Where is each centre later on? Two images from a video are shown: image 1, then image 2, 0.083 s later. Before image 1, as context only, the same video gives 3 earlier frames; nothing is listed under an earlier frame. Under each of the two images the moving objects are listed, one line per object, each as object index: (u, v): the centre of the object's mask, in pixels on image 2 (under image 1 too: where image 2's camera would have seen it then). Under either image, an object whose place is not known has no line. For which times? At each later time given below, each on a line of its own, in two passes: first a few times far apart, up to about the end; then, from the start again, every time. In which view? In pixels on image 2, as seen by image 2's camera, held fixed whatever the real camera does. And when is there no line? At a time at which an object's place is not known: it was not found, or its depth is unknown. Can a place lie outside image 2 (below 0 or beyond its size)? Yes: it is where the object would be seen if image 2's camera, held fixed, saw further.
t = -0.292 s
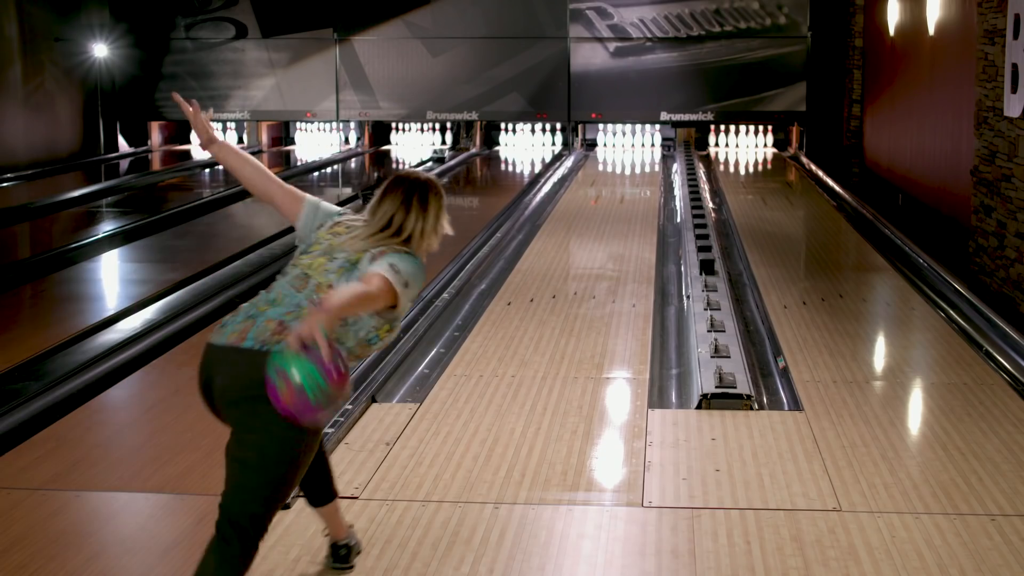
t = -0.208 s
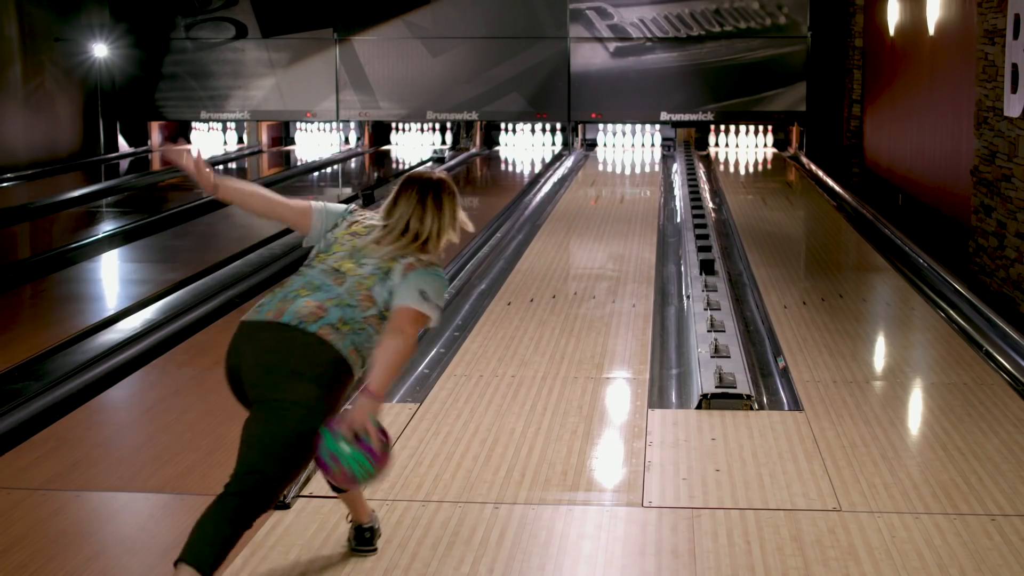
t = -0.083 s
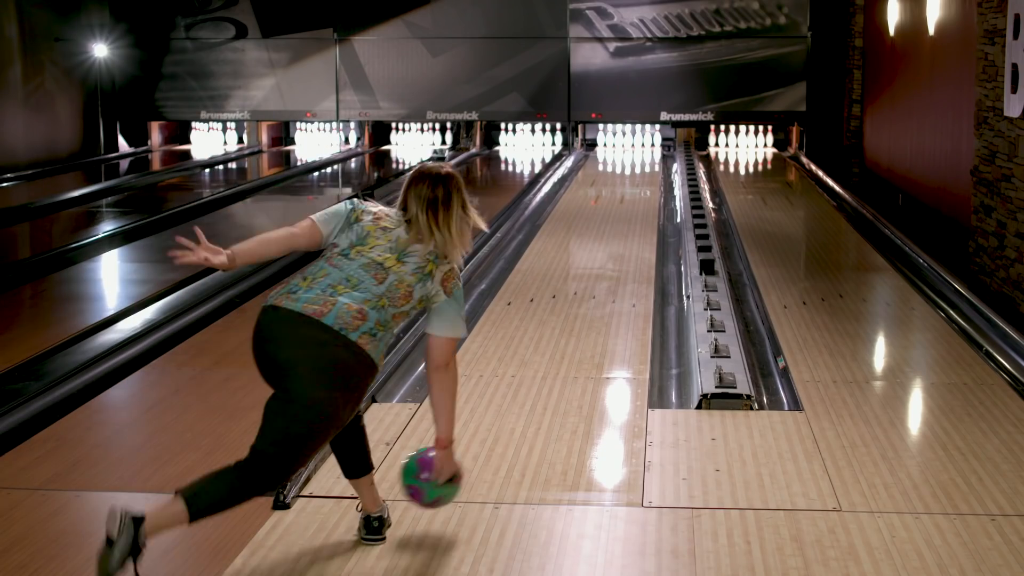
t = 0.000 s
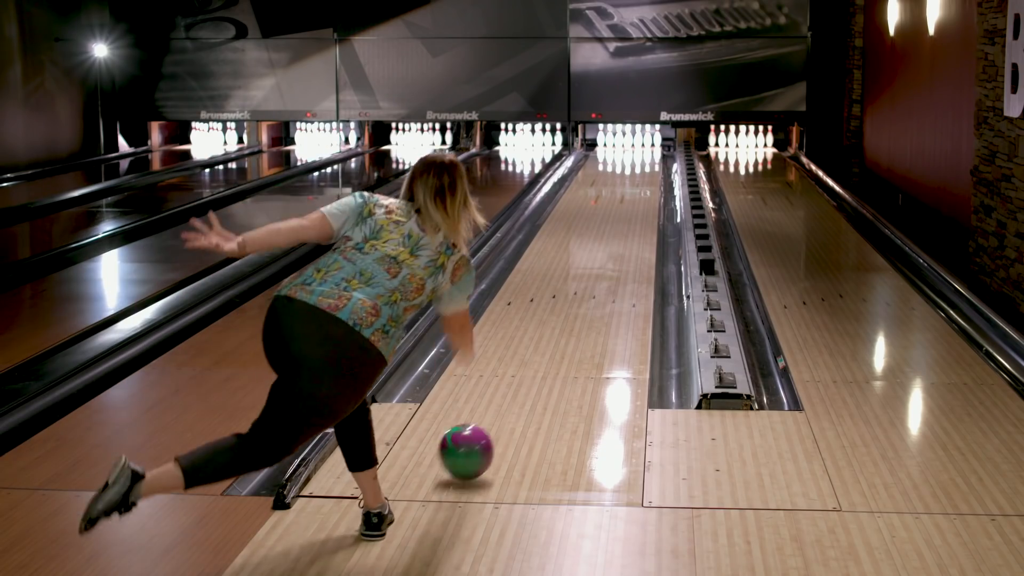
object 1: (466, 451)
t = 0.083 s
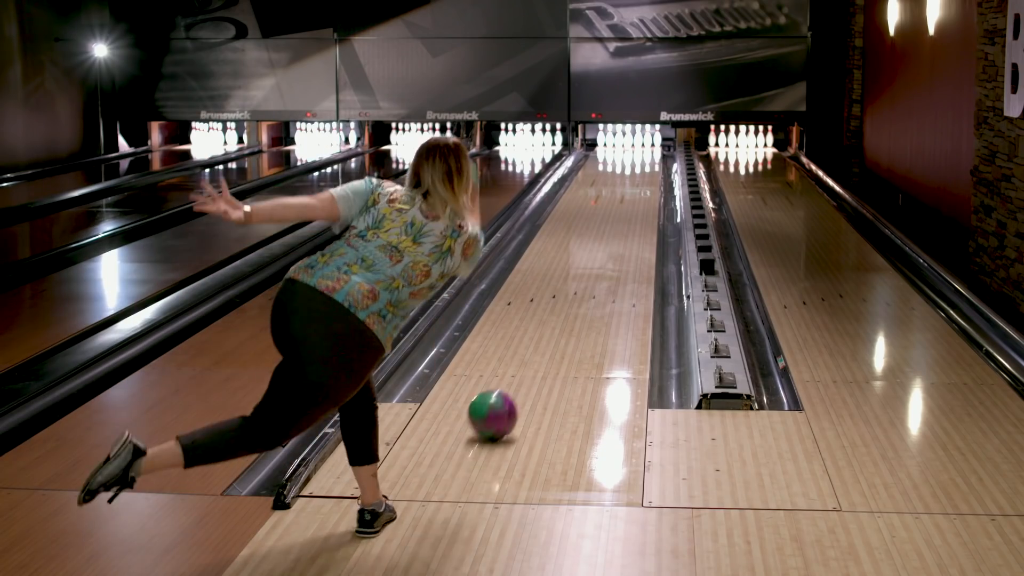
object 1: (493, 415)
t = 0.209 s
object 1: (524, 368)
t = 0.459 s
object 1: (567, 303)
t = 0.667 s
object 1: (591, 265)
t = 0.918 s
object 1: (611, 232)
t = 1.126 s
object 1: (624, 211)
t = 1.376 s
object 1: (635, 192)
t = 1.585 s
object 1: (642, 179)
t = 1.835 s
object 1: (647, 166)
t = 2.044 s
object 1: (646, 158)
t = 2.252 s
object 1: (640, 151)
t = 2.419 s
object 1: (635, 146)
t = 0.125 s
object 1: (504, 398)
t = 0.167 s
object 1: (515, 382)
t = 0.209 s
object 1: (524, 368)
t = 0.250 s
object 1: (532, 355)
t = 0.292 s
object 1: (540, 343)
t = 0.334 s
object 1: (548, 332)
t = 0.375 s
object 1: (554, 321)
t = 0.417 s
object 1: (561, 312)
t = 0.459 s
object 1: (567, 303)
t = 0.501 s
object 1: (572, 294)
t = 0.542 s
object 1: (577, 286)
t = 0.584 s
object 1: (582, 279)
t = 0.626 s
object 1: (587, 272)
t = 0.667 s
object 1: (591, 265)
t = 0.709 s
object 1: (595, 259)
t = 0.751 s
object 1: (599, 253)
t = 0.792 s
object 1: (602, 247)
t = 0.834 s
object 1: (605, 242)
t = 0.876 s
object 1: (608, 237)
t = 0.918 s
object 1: (611, 232)
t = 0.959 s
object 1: (614, 227)
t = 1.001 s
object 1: (617, 223)
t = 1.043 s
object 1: (619, 219)
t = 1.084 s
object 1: (621, 215)
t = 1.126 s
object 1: (624, 211)
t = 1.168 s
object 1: (626, 207)
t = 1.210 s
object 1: (628, 204)
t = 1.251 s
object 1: (630, 201)
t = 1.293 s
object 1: (632, 197)
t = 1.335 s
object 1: (634, 194)
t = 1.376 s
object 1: (635, 192)
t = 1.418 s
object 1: (637, 189)
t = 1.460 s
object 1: (638, 186)
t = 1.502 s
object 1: (640, 183)
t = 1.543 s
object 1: (641, 181)
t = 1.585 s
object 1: (642, 179)
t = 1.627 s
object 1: (643, 176)
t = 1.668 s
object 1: (644, 174)
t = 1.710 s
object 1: (645, 172)
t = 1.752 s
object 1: (645, 170)
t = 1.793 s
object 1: (646, 168)
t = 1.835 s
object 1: (647, 166)
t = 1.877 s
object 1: (647, 164)
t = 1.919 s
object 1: (646, 163)
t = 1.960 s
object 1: (646, 161)
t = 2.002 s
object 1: (646, 159)
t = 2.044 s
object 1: (646, 158)
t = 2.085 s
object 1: (645, 156)
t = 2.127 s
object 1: (644, 155)
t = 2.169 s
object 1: (643, 153)
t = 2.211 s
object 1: (641, 152)
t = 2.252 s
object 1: (640, 151)
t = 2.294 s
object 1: (639, 150)
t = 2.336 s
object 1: (638, 149)
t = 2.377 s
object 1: (636, 148)
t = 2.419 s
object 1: (635, 146)
